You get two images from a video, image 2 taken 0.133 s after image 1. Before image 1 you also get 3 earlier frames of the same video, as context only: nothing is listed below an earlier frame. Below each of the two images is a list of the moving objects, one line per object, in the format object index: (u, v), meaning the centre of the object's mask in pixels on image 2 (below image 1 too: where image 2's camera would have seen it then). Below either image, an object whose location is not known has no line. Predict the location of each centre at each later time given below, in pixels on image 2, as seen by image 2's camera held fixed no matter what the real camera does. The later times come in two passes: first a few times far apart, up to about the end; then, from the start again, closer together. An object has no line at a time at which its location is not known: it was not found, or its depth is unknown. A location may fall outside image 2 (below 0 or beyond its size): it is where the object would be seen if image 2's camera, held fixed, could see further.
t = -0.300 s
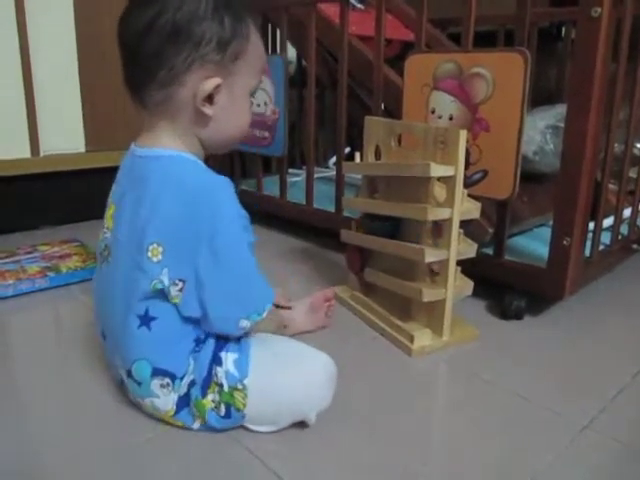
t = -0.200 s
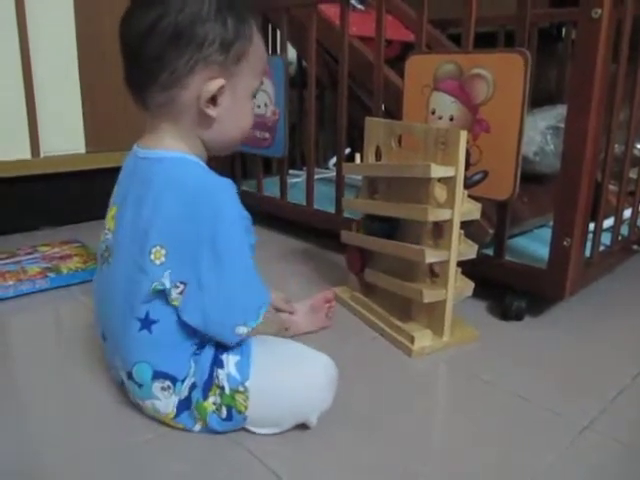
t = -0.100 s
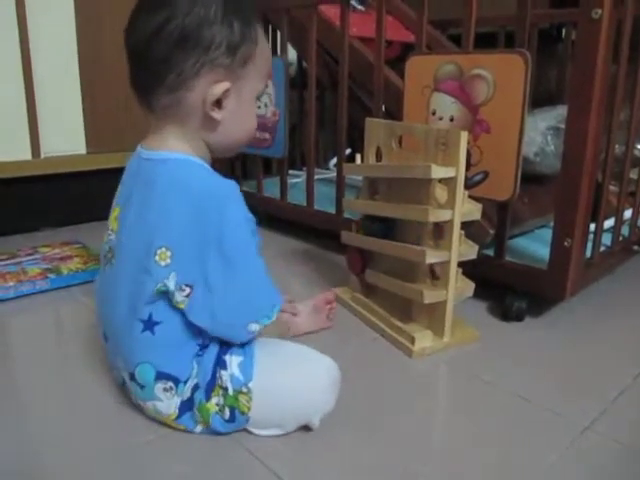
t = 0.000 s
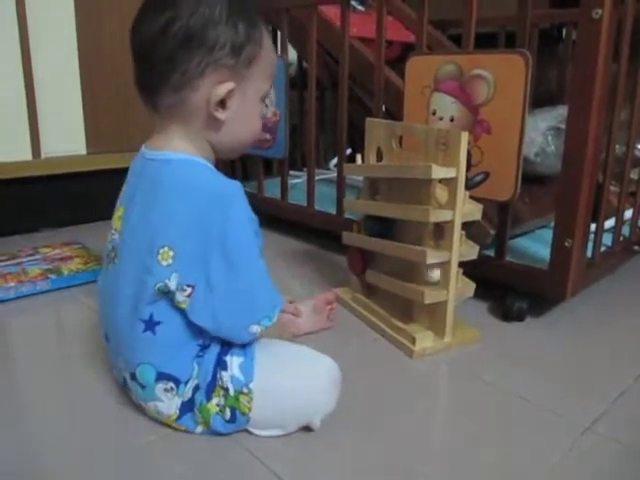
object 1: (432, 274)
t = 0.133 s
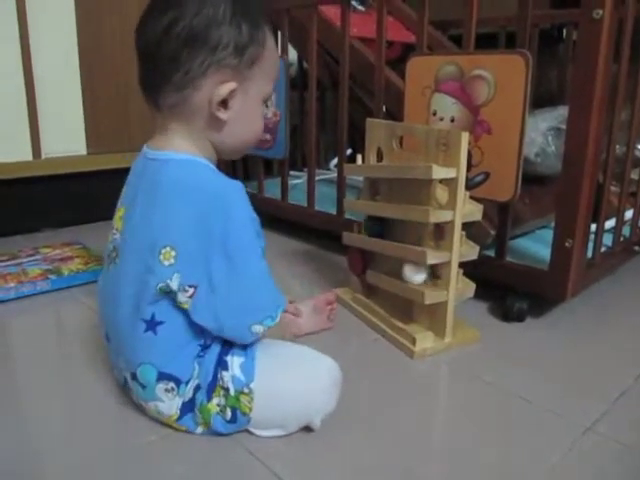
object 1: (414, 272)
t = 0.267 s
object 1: (407, 271)
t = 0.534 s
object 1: (375, 261)
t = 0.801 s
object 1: (399, 310)
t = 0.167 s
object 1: (413, 272)
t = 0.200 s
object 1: (413, 272)
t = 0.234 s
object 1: (410, 272)
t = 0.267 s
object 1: (407, 271)
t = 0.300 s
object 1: (404, 270)
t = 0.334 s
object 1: (401, 268)
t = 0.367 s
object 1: (398, 268)
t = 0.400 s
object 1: (393, 267)
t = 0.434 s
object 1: (389, 265)
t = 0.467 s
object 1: (384, 264)
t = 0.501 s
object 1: (380, 263)
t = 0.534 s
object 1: (375, 261)
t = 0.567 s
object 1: (372, 261)
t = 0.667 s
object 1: (373, 292)
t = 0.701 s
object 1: (380, 297)
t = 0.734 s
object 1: (386, 301)
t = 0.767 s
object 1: (392, 306)
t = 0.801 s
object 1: (399, 310)
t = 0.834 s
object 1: (406, 314)
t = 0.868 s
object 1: (414, 318)
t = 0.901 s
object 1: (419, 322)
